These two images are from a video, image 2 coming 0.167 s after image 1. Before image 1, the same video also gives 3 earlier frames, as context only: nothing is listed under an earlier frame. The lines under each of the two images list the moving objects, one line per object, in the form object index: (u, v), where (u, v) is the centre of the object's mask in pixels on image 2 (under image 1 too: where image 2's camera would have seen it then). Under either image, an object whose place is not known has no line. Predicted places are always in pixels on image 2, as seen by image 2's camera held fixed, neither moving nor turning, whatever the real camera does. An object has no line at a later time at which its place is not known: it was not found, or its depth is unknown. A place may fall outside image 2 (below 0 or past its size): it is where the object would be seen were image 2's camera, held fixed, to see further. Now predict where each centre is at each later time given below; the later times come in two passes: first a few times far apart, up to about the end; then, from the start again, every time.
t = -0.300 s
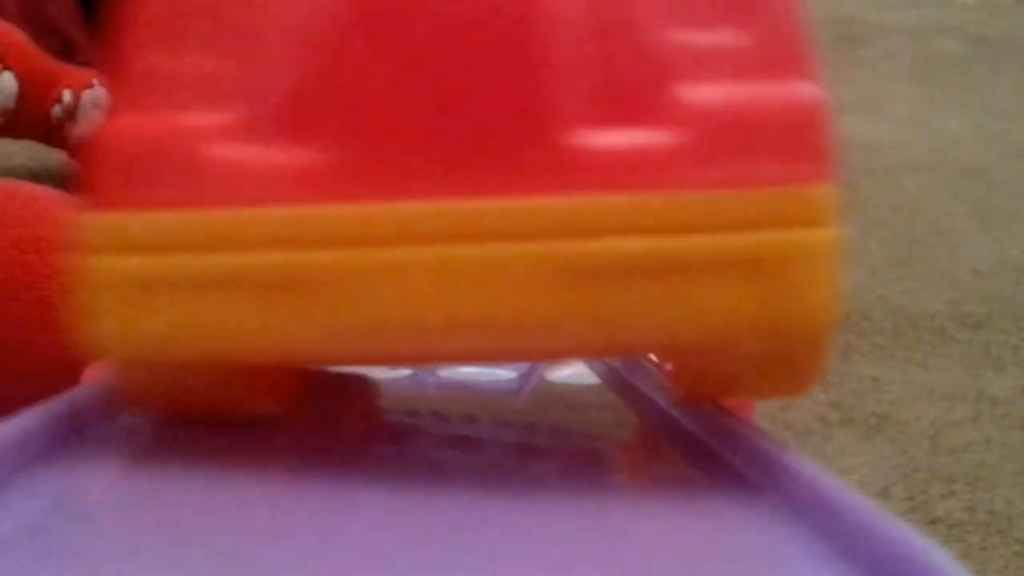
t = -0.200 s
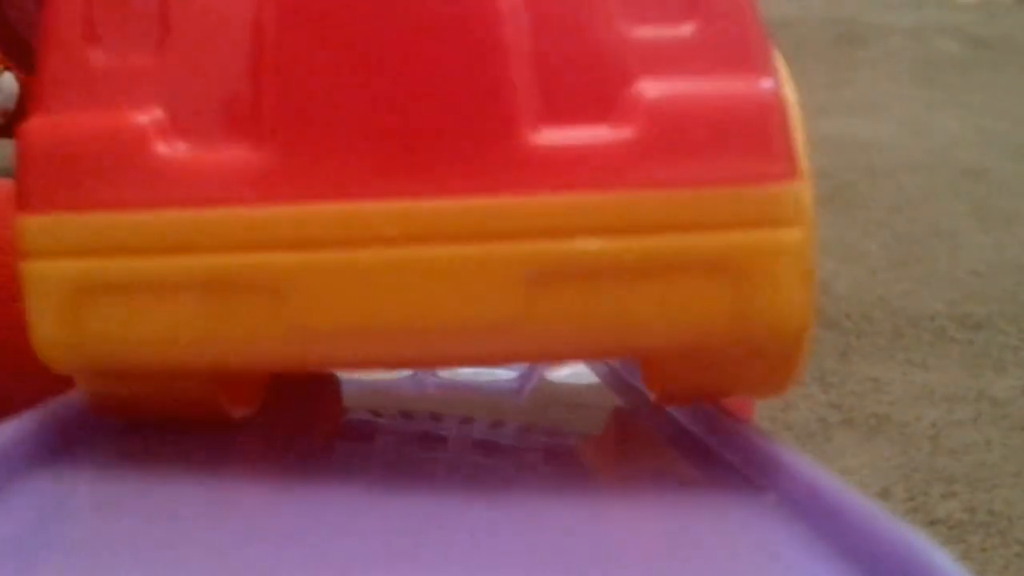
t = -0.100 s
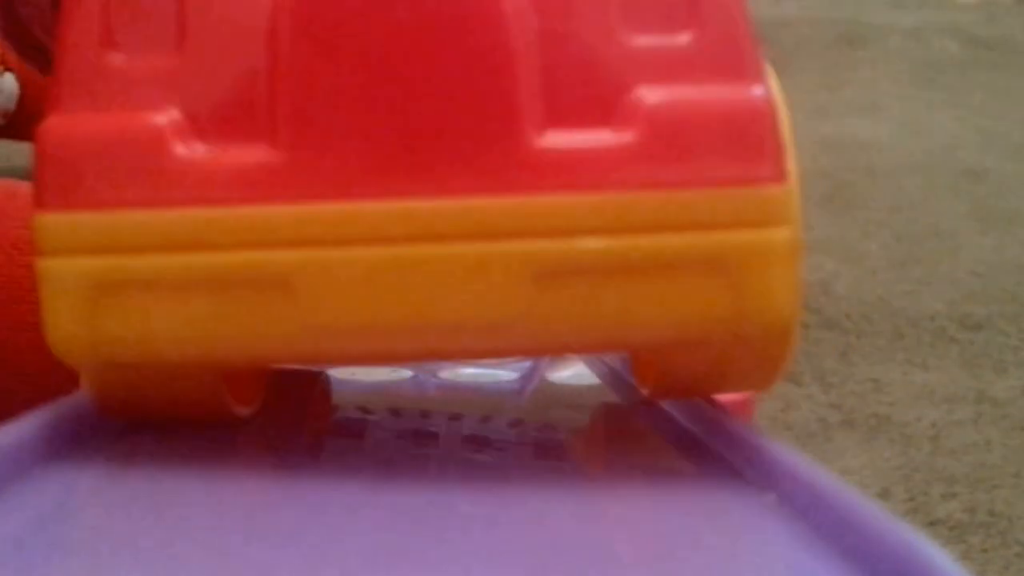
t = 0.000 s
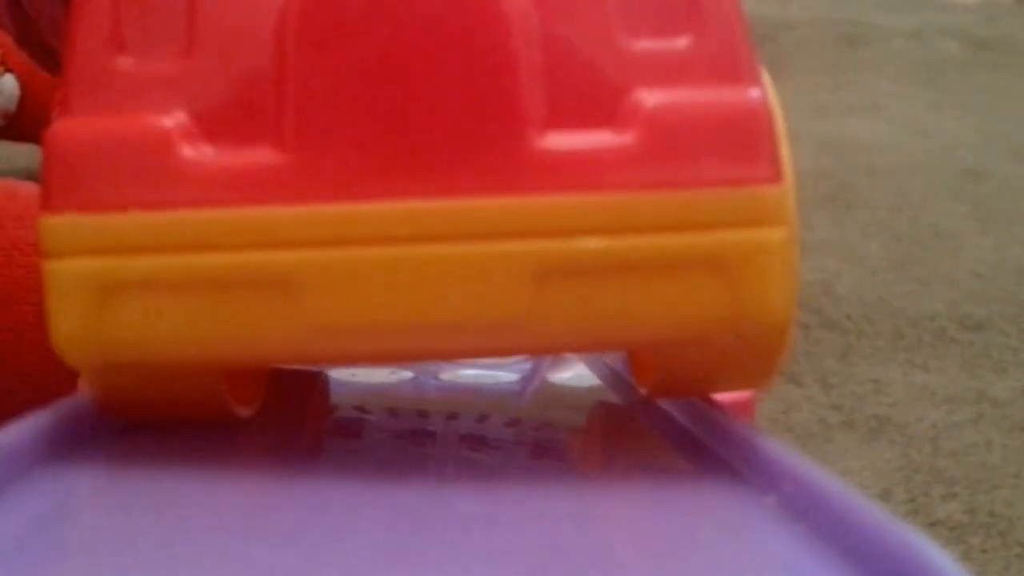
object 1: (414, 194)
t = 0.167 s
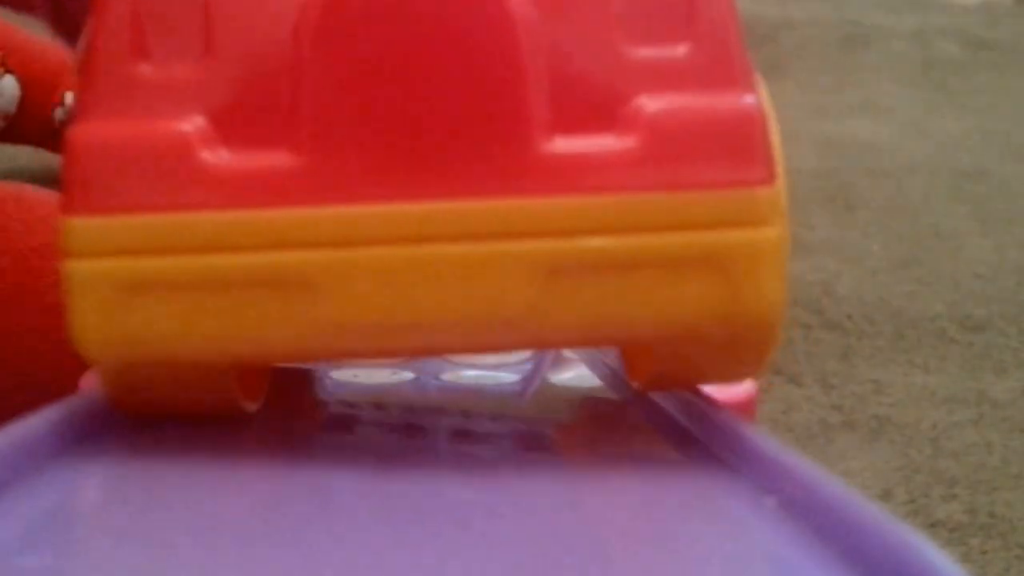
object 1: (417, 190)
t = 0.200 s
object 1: (426, 182)
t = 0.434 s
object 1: (439, 166)
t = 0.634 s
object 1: (470, 93)
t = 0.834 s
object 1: (577, 146)
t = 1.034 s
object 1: (726, 161)
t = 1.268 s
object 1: (836, 212)
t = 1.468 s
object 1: (848, 230)
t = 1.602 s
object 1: (872, 234)
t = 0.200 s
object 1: (426, 182)
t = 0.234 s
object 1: (438, 179)
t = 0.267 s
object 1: (443, 174)
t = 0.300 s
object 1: (439, 169)
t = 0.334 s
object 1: (436, 164)
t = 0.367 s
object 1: (435, 163)
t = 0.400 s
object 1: (434, 163)
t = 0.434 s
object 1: (439, 166)
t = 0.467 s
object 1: (448, 150)
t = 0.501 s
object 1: (450, 127)
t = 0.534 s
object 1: (454, 113)
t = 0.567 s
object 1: (455, 94)
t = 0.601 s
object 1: (462, 91)
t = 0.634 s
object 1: (470, 93)
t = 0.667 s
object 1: (480, 98)
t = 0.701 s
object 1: (497, 112)
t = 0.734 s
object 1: (516, 124)
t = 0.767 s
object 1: (534, 130)
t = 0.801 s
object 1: (555, 133)
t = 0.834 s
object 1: (577, 146)
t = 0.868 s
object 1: (609, 163)
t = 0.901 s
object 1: (646, 179)
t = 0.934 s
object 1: (673, 169)
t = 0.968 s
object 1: (692, 167)
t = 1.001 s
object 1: (710, 167)
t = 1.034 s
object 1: (726, 161)
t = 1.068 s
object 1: (743, 158)
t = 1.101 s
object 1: (757, 163)
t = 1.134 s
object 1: (772, 172)
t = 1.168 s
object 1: (789, 183)
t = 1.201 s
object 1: (810, 202)
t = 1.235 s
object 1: (826, 204)
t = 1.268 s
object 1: (836, 212)
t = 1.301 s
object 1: (838, 219)
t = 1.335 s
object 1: (836, 221)
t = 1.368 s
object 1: (835, 222)
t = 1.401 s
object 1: (837, 224)
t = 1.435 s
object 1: (843, 225)
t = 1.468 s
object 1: (848, 230)
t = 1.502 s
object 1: (857, 232)
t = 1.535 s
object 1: (865, 233)
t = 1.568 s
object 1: (870, 233)
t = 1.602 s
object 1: (872, 234)
